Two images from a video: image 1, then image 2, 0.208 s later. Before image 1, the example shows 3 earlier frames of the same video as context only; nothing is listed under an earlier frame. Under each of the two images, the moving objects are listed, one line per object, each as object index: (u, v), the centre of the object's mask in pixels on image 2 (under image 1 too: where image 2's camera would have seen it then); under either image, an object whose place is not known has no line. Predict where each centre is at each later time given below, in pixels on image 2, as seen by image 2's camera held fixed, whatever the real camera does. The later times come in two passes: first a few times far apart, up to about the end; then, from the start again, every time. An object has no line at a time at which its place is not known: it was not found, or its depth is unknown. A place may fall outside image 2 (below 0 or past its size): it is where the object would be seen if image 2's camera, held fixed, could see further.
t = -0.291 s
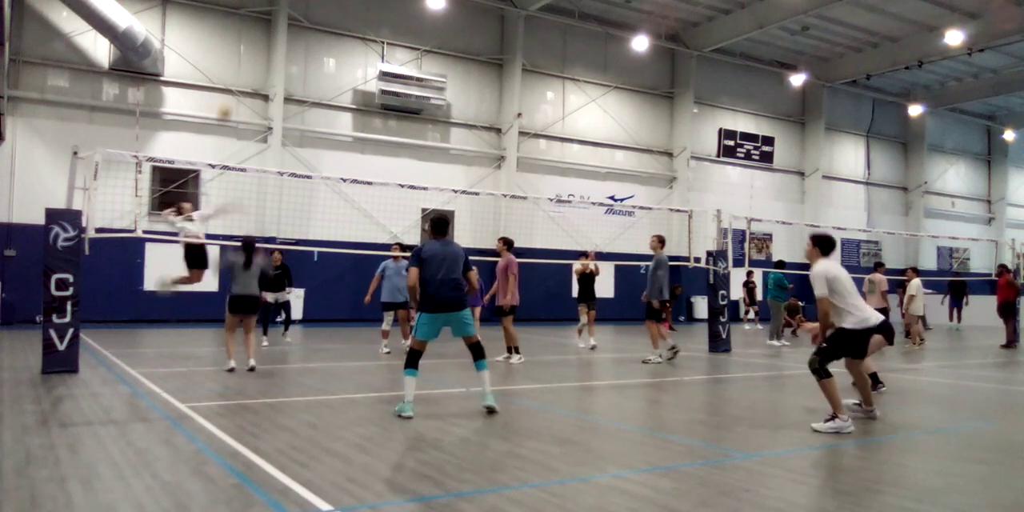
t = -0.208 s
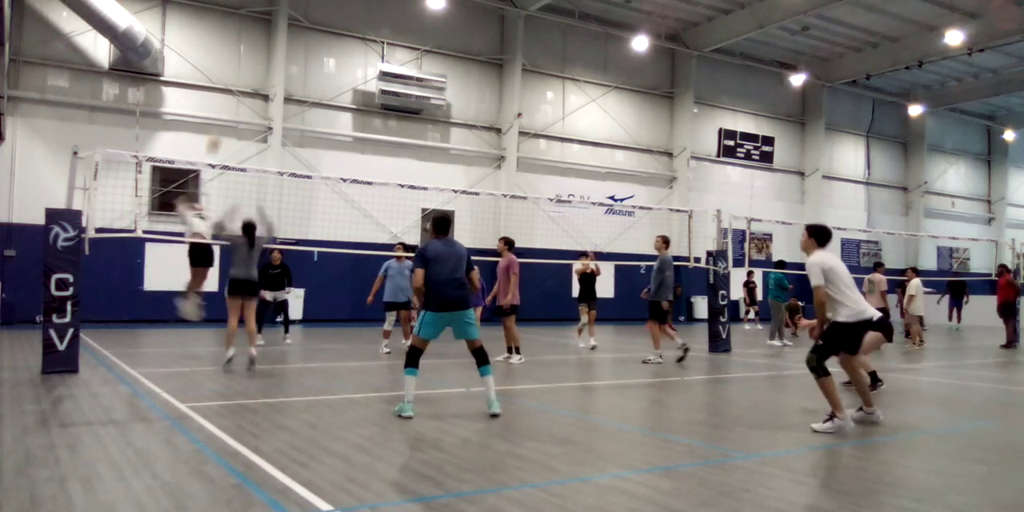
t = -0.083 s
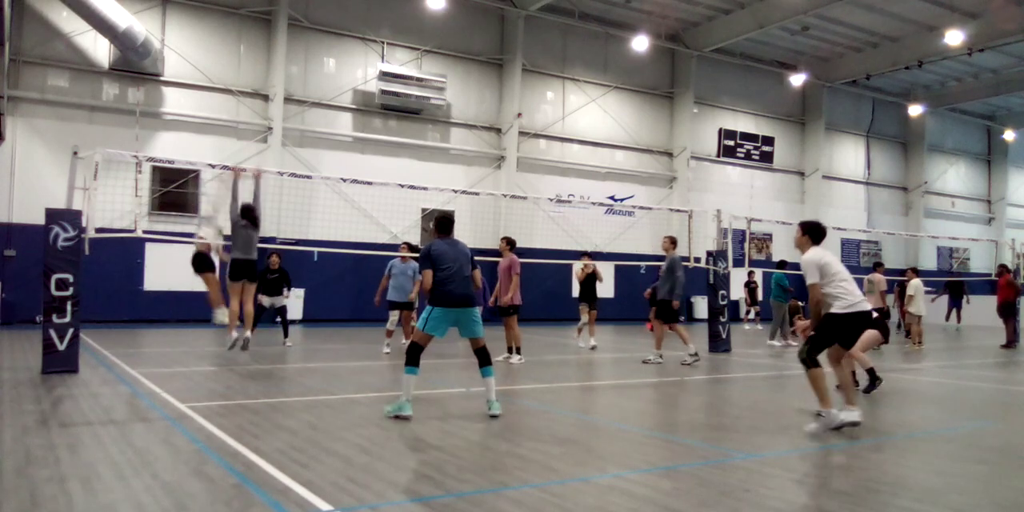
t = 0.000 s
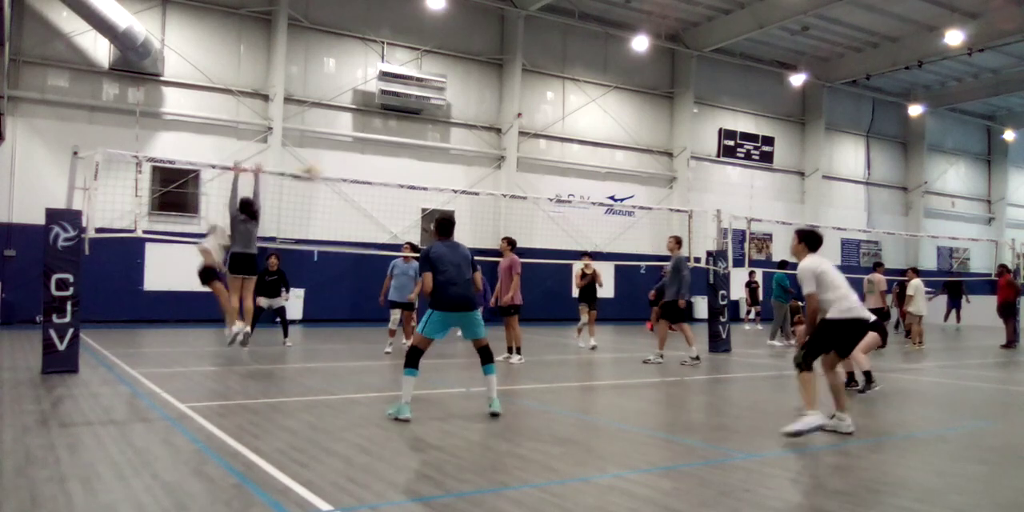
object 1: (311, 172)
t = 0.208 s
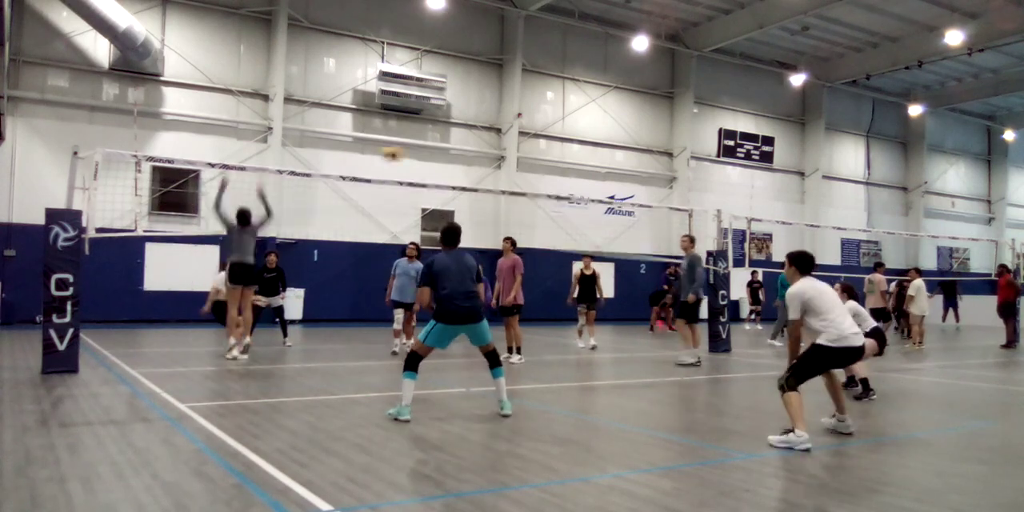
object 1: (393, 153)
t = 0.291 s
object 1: (425, 155)
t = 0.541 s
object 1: (523, 193)
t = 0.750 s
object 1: (603, 263)
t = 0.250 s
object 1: (410, 153)
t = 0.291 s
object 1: (425, 155)
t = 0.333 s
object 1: (442, 158)
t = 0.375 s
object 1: (458, 161)
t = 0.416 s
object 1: (475, 168)
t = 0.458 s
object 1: (492, 176)
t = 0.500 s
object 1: (507, 183)
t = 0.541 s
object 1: (523, 193)
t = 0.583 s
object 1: (540, 205)
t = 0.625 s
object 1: (556, 218)
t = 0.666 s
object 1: (572, 232)
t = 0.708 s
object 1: (587, 246)
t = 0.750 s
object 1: (603, 263)
